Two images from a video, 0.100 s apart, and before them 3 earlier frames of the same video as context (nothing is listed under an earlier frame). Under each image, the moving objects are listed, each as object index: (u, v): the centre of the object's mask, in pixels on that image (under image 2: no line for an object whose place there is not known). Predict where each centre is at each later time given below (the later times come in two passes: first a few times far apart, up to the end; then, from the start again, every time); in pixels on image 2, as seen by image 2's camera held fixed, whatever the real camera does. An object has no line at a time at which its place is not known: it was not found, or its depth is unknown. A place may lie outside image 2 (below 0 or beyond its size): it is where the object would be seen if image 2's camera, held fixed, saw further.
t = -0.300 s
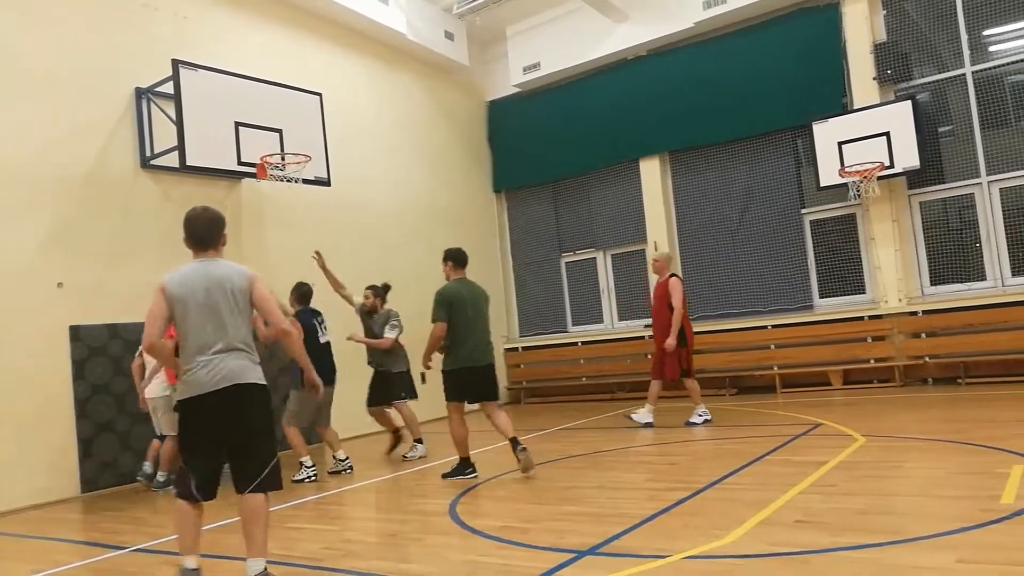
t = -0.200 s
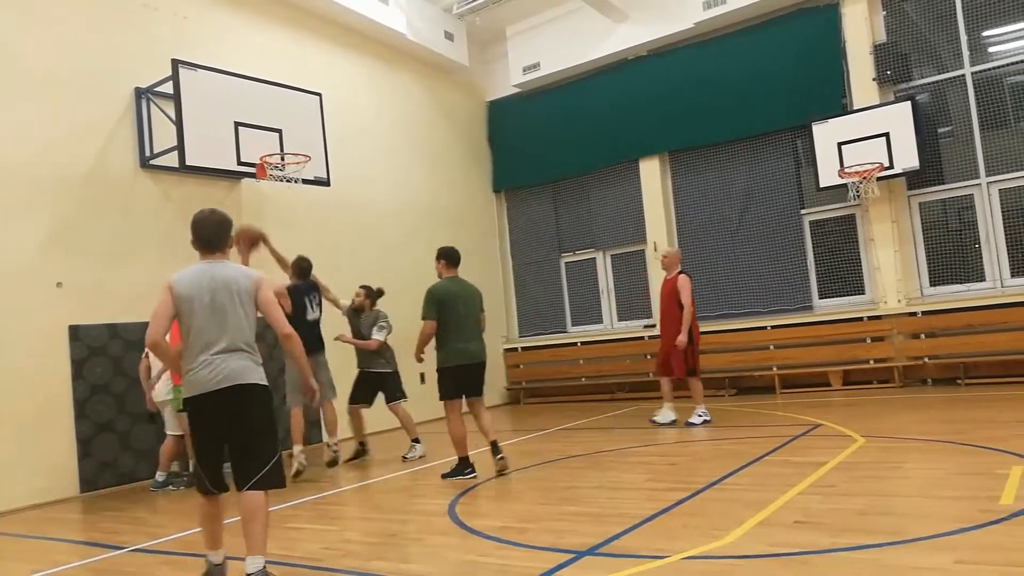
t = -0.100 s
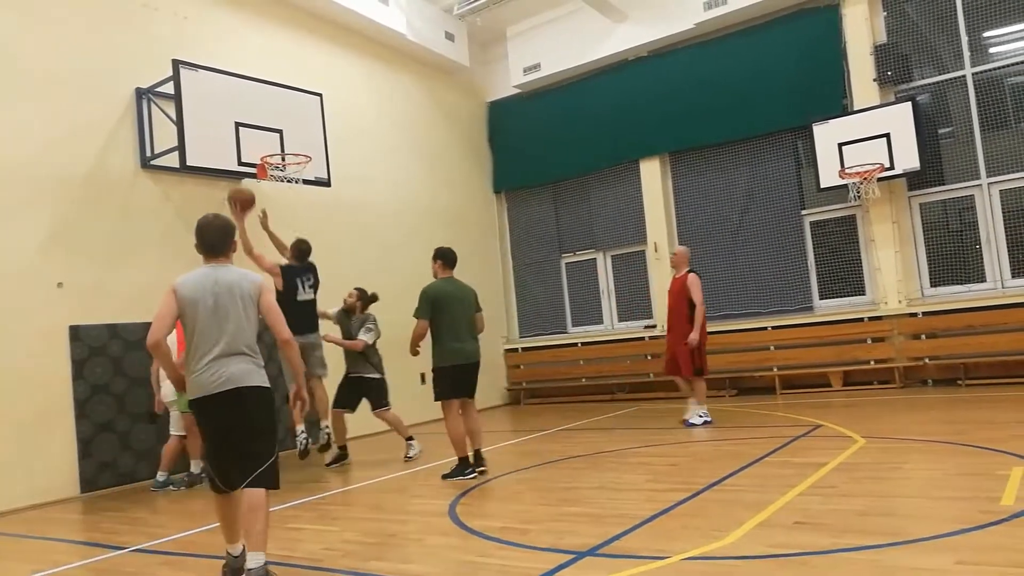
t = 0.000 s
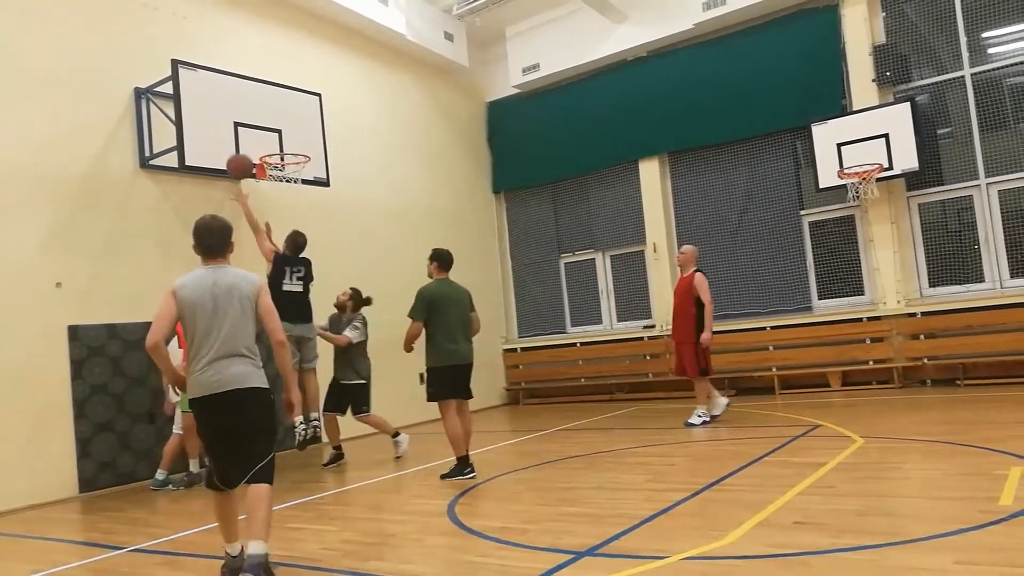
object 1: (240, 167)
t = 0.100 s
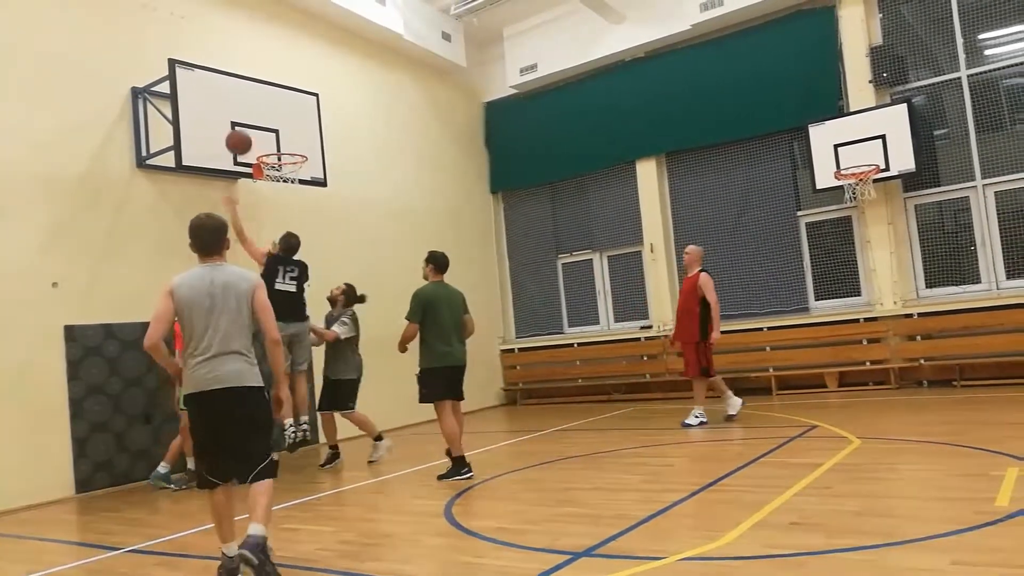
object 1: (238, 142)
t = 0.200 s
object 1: (241, 130)
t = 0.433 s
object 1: (259, 136)
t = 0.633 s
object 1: (288, 182)
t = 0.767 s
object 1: (306, 230)
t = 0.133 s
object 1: (239, 137)
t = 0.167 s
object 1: (240, 133)
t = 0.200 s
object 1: (241, 130)
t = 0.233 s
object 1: (242, 128)
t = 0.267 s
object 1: (243, 128)
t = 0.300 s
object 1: (244, 128)
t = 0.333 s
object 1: (247, 129)
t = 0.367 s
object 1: (251, 130)
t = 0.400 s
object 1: (255, 133)
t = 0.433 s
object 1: (259, 136)
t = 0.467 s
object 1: (263, 141)
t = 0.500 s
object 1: (268, 145)
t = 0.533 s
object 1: (272, 148)
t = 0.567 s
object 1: (277, 162)
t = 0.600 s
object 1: (282, 172)
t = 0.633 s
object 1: (288, 182)
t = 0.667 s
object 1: (291, 192)
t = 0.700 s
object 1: (295, 203)
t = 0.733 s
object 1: (301, 216)
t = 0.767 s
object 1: (306, 230)
